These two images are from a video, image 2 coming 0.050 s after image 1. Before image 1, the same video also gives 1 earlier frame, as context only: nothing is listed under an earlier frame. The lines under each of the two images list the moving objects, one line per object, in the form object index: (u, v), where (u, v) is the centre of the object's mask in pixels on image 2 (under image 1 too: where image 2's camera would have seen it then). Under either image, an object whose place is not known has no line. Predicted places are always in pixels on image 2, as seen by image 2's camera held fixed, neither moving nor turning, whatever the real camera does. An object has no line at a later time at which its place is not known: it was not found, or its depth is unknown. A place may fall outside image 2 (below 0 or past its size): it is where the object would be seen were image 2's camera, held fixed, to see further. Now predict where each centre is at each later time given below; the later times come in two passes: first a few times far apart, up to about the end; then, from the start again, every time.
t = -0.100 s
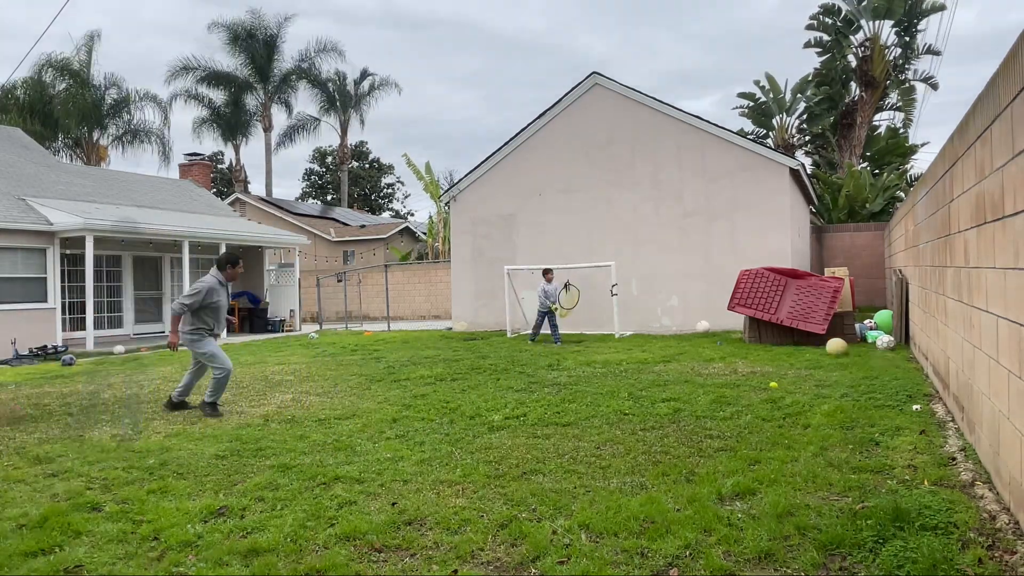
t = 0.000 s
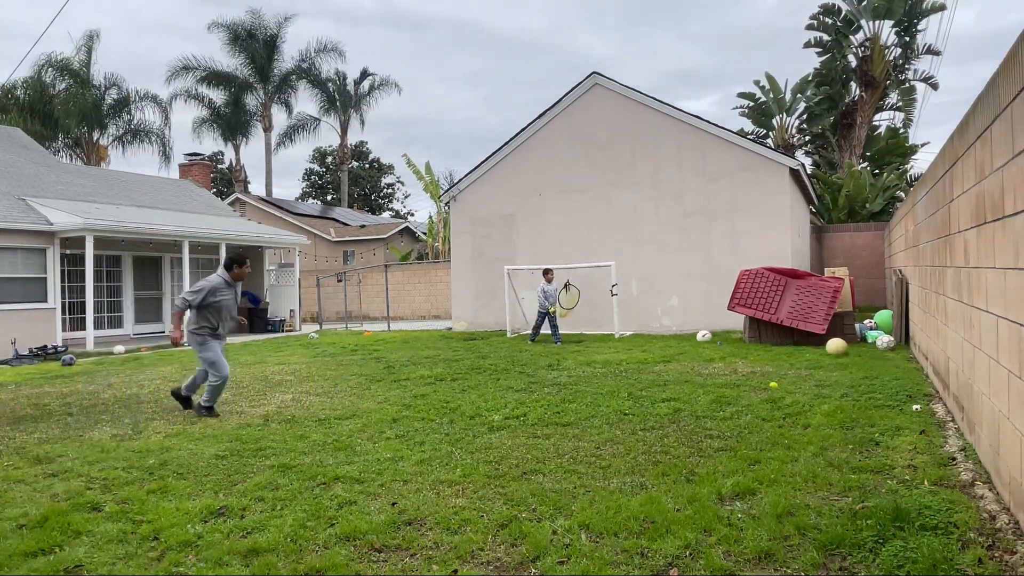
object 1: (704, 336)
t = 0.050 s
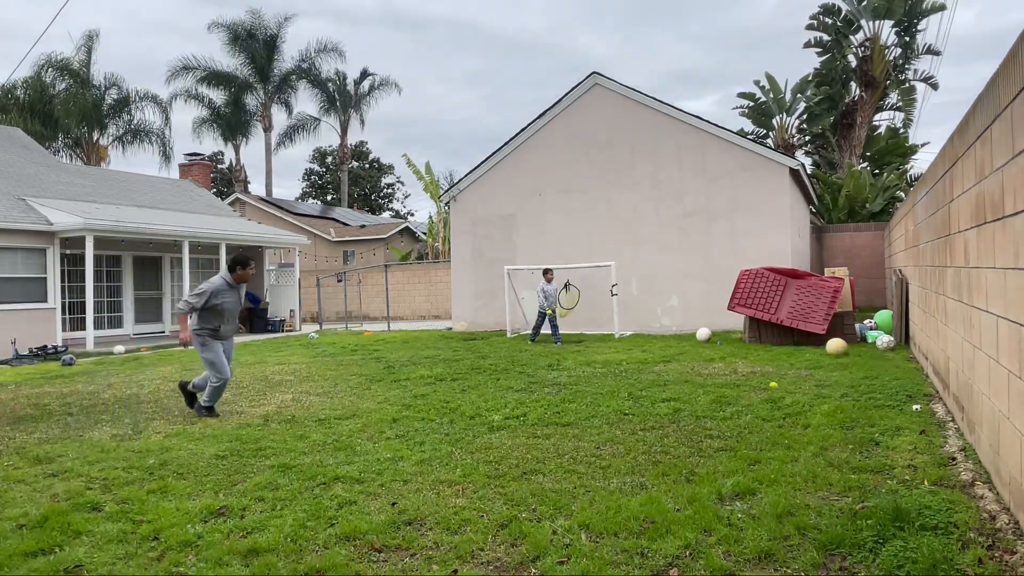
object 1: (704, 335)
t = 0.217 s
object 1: (702, 337)
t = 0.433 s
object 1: (700, 357)
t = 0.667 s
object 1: (697, 367)
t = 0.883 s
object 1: (693, 380)
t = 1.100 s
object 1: (686, 402)
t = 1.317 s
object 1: (681, 427)
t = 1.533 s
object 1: (670, 451)
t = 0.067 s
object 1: (703, 334)
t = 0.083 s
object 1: (703, 334)
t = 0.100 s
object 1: (703, 334)
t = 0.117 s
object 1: (703, 333)
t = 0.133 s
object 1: (703, 334)
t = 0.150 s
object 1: (703, 334)
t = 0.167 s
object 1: (703, 334)
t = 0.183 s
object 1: (702, 335)
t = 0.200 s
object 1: (702, 336)
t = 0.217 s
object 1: (702, 337)
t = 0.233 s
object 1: (702, 339)
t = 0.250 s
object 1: (702, 341)
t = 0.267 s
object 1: (702, 343)
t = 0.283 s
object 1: (702, 345)
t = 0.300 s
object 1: (702, 348)
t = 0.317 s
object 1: (702, 351)
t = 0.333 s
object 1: (702, 353)
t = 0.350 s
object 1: (702, 353)
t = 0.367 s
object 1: (701, 354)
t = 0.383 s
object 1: (701, 354)
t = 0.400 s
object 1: (701, 355)
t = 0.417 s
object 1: (700, 356)
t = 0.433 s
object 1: (700, 357)
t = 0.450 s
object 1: (700, 358)
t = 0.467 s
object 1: (700, 359)
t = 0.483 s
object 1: (700, 361)
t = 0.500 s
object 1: (699, 361)
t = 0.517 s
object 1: (699, 360)
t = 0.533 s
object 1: (699, 359)
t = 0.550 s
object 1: (698, 359)
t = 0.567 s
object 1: (698, 360)
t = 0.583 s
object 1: (698, 360)
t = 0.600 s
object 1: (697, 360)
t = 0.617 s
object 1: (698, 363)
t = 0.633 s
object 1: (697, 363)
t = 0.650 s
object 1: (697, 365)
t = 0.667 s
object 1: (697, 367)
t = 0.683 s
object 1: (697, 369)
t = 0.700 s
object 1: (696, 371)
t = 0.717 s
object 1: (696, 372)
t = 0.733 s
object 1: (696, 373)
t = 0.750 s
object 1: (695, 373)
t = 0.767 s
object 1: (695, 373)
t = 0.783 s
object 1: (695, 373)
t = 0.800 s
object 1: (695, 374)
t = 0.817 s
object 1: (695, 374)
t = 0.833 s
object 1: (694, 375)
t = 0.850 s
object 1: (694, 376)
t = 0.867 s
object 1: (693, 378)
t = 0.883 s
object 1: (693, 380)
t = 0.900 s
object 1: (693, 383)
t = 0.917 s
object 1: (692, 385)
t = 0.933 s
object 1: (692, 388)
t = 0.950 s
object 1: (692, 388)
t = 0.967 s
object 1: (692, 389)
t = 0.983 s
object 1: (691, 389)
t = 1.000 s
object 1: (690, 390)
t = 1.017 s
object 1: (690, 391)
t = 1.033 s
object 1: (689, 393)
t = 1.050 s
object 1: (688, 394)
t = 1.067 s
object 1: (688, 397)
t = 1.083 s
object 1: (687, 400)
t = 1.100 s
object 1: (686, 402)
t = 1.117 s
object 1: (686, 405)
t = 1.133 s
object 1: (686, 407)
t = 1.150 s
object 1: (685, 408)
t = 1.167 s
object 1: (685, 410)
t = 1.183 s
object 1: (685, 412)
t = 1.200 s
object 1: (684, 413)
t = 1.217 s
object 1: (684, 418)
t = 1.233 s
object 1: (683, 419)
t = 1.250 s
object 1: (683, 422)
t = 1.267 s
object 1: (682, 423)
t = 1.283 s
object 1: (682, 424)
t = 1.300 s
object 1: (681, 425)
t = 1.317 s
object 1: (681, 427)
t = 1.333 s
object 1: (680, 427)
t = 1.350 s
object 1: (679, 429)
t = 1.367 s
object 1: (679, 431)
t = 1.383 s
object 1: (678, 433)
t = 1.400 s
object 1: (677, 435)
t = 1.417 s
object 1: (676, 439)
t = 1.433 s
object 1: (675, 442)
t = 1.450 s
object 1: (674, 444)
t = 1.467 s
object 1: (673, 445)
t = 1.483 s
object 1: (672, 446)
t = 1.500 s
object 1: (671, 447)
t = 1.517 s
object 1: (670, 448)
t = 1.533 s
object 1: (670, 451)
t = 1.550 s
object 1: (669, 453)
